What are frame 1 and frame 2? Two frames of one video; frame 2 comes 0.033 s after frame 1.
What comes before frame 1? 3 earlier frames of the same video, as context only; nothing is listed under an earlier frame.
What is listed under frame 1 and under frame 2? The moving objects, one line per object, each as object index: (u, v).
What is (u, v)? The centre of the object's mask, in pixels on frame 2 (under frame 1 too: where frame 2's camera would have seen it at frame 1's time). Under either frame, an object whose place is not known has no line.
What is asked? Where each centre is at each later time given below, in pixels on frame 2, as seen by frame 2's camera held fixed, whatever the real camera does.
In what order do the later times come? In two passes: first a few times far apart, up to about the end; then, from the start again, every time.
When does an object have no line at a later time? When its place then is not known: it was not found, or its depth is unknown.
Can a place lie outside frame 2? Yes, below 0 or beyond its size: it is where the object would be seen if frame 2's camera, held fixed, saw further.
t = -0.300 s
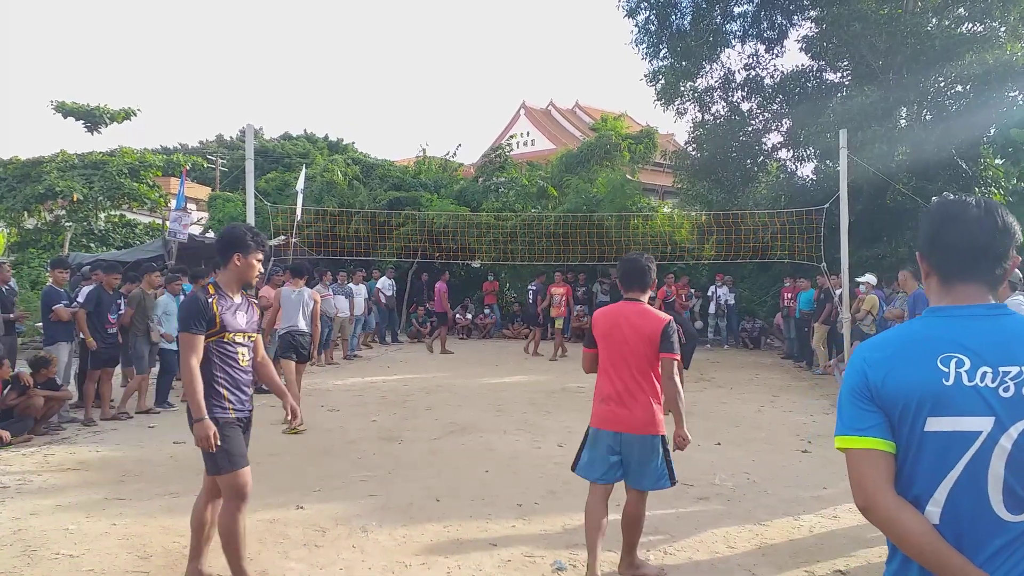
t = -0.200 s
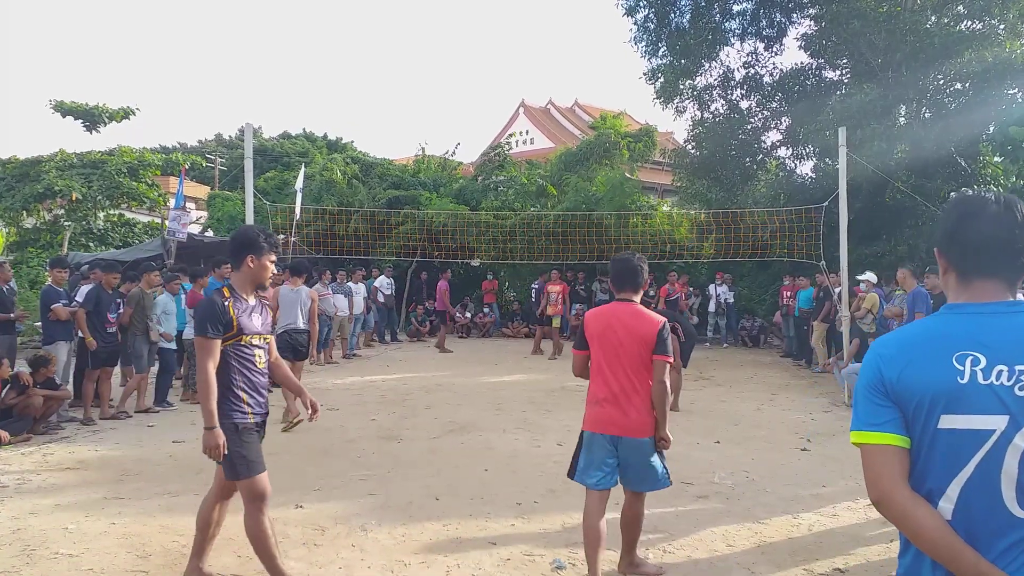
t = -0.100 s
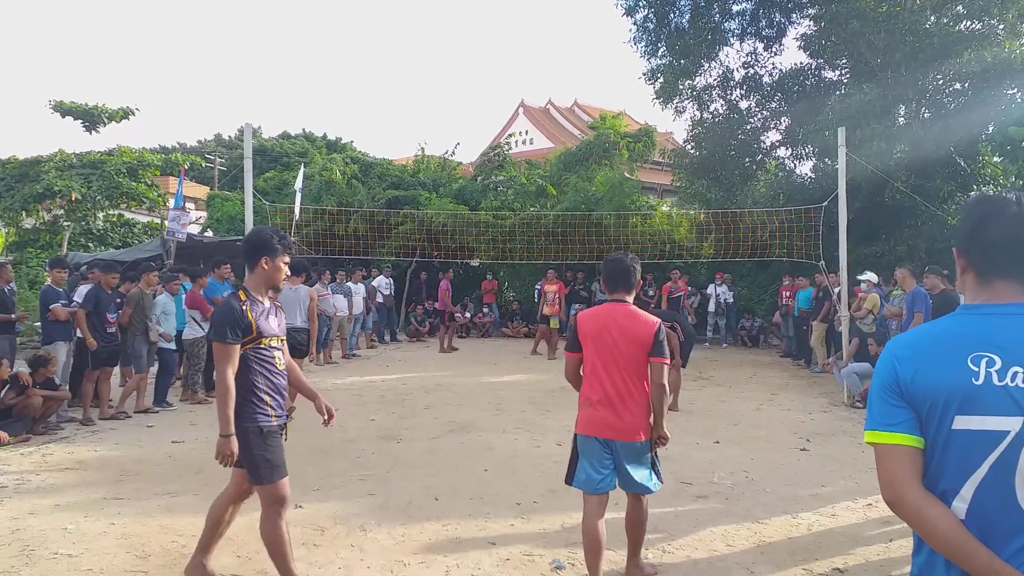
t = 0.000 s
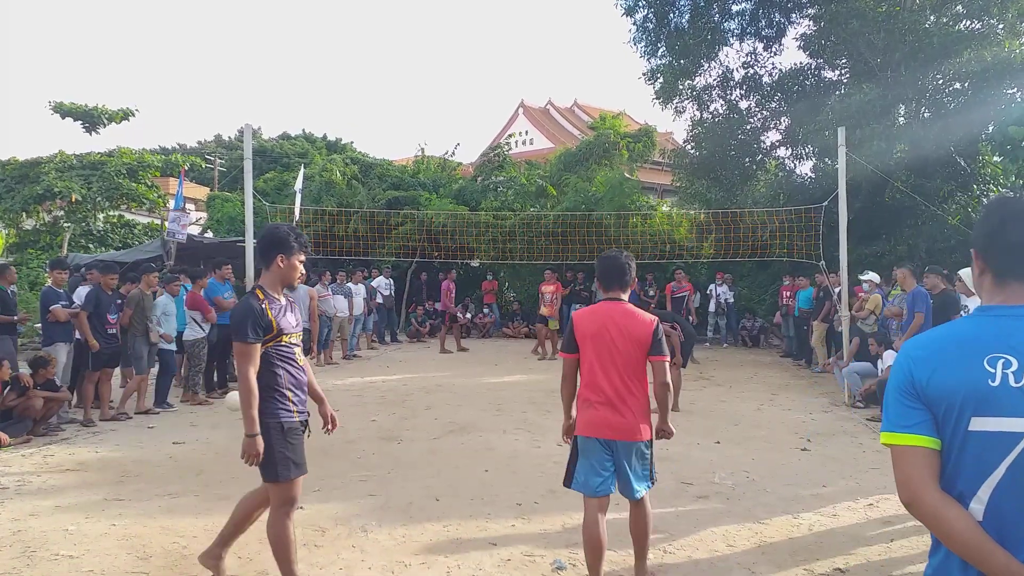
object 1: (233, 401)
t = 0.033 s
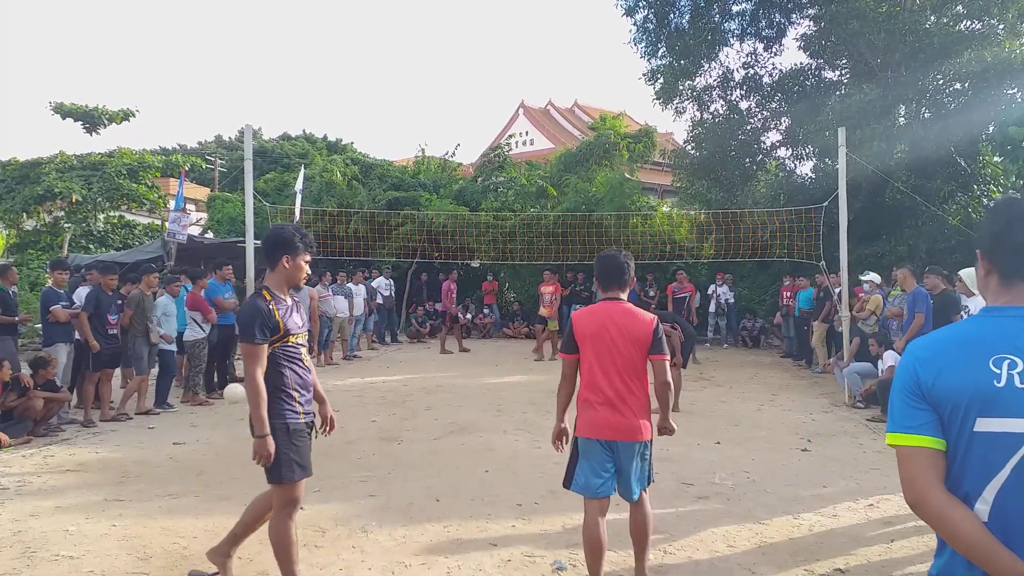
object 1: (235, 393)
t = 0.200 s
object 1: (228, 367)
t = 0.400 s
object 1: (219, 372)
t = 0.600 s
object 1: (209, 426)
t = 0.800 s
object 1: (195, 422)
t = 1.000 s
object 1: (177, 410)
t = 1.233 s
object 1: (153, 469)
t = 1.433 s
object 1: (126, 459)
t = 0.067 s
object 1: (233, 386)
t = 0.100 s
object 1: (232, 380)
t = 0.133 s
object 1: (230, 374)
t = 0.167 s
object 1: (229, 370)
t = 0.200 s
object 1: (228, 367)
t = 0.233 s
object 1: (226, 365)
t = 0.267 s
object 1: (225, 364)
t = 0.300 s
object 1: (224, 365)
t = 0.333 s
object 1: (222, 366)
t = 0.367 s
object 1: (221, 368)
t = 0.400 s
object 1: (219, 372)
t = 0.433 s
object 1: (218, 377)
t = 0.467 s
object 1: (216, 384)
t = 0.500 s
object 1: (214, 392)
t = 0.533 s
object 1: (213, 402)
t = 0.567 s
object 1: (211, 413)
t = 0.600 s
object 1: (209, 426)
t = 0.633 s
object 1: (208, 440)
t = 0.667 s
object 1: (205, 454)
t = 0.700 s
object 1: (203, 444)
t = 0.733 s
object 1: (200, 435)
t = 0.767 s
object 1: (197, 428)
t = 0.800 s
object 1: (195, 422)
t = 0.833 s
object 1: (192, 416)
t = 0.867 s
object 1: (189, 413)
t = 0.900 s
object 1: (186, 410)
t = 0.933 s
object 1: (183, 408)
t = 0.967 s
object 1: (180, 408)
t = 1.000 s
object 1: (177, 410)
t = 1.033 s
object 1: (174, 413)
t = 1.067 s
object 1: (170, 418)
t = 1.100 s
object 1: (167, 425)
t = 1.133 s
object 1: (164, 433)
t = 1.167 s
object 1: (160, 443)
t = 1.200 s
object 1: (157, 455)
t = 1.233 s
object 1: (153, 469)
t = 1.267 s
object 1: (149, 485)
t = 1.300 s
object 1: (145, 488)
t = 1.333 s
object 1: (140, 479)
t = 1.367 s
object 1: (135, 470)
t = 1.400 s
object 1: (131, 463)
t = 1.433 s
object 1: (126, 459)
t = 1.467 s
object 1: (121, 455)
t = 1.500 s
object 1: (116, 453)
